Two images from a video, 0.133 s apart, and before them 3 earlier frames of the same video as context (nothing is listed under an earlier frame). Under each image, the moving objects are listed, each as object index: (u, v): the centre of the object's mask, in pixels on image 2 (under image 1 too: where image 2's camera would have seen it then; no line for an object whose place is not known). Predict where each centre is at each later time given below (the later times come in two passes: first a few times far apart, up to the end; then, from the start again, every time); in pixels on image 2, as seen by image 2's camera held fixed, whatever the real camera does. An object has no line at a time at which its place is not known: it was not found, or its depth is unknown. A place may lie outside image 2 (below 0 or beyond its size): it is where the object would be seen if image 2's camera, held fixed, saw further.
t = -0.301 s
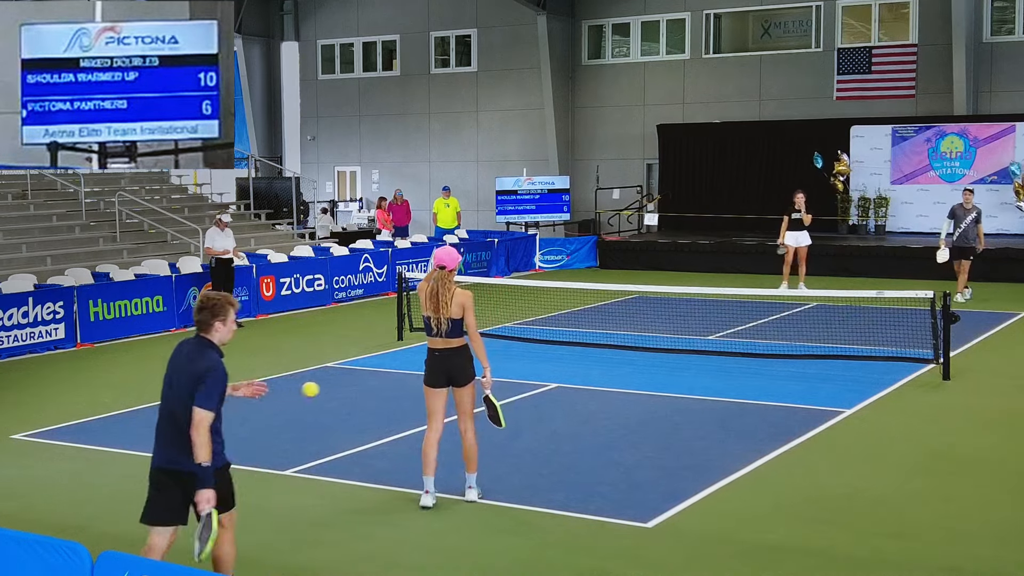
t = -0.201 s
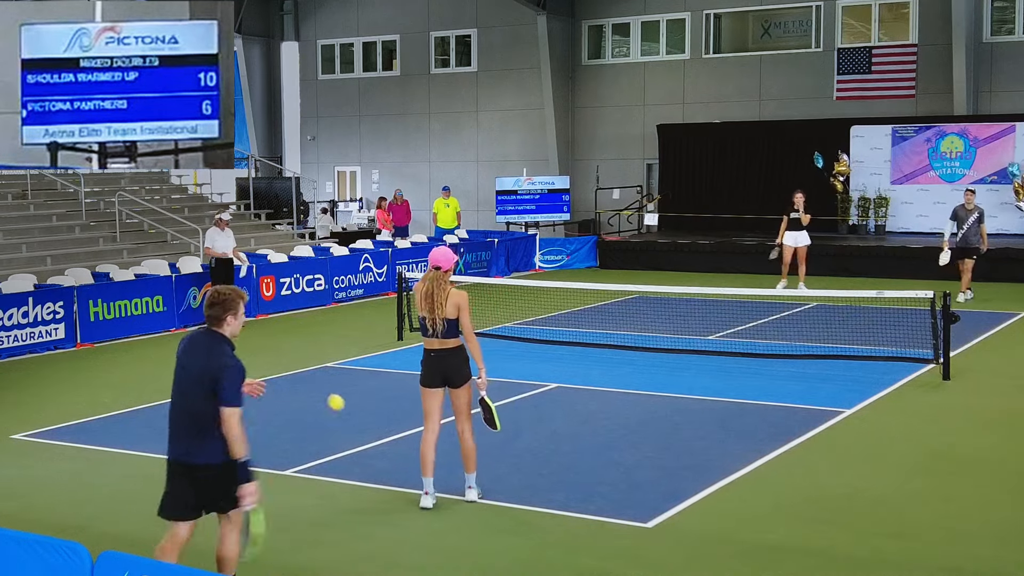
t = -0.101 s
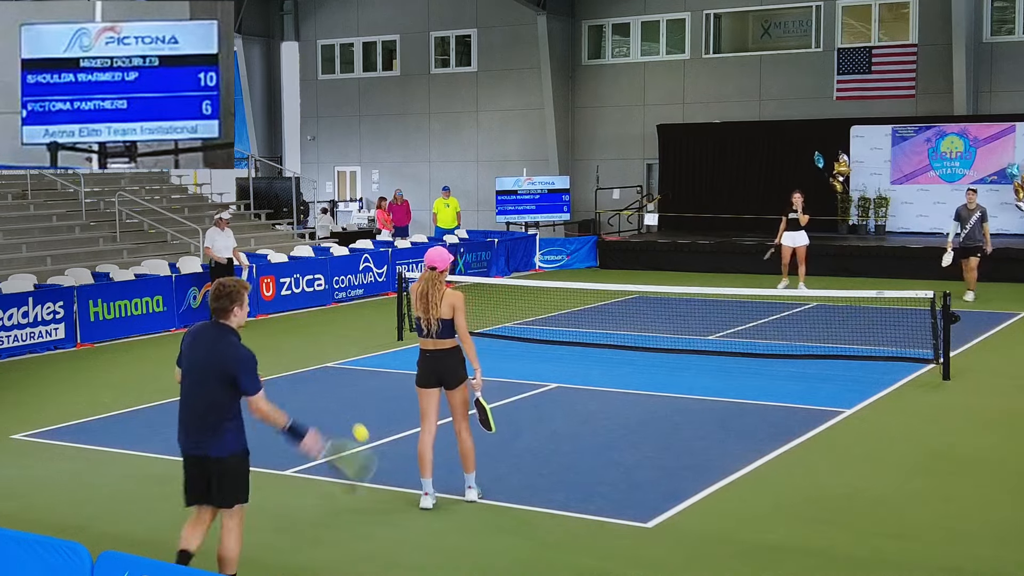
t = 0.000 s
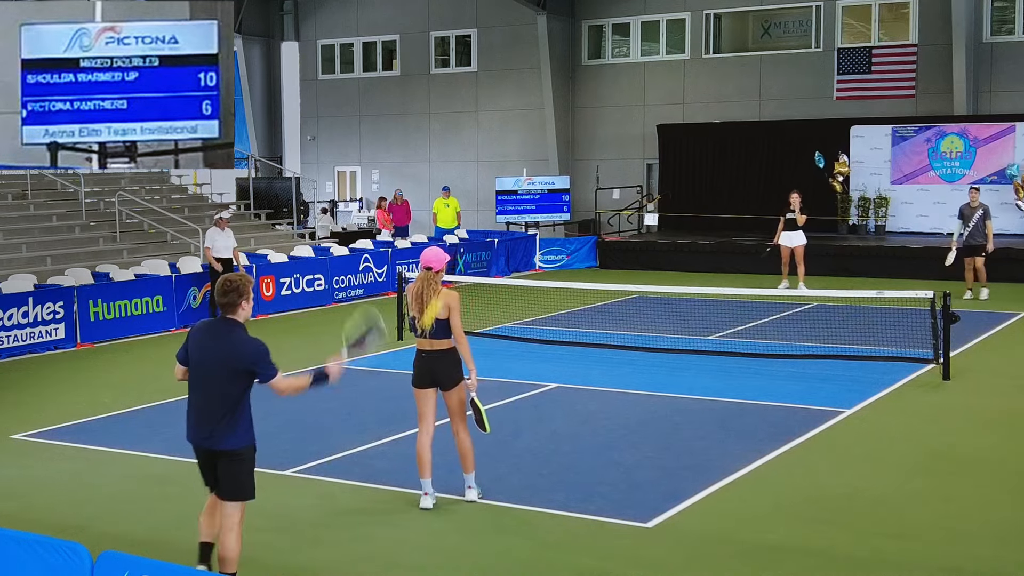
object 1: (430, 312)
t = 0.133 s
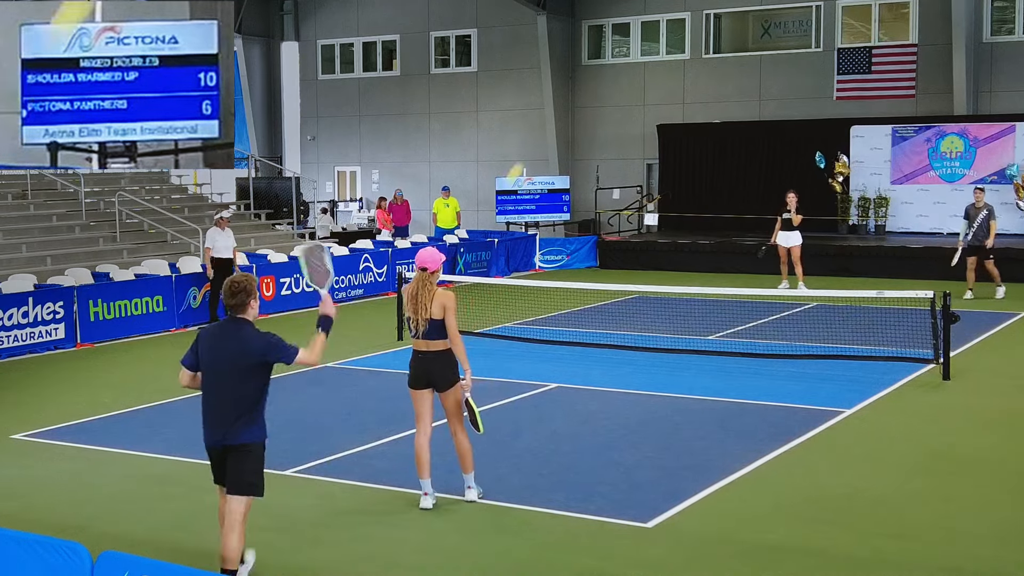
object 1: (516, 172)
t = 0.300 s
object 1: (588, 84)
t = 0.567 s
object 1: (667, 51)
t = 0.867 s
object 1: (721, 110)
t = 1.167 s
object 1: (757, 221)
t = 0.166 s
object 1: (531, 150)
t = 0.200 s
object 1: (547, 129)
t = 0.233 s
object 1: (562, 111)
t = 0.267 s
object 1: (575, 96)
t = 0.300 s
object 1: (588, 84)
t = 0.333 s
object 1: (600, 74)
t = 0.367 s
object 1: (611, 66)
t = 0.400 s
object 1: (621, 59)
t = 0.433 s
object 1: (631, 55)
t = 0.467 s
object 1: (641, 52)
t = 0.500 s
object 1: (649, 51)
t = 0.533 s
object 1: (657, 50)
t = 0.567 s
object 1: (667, 51)
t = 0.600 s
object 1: (674, 53)
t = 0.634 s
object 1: (680, 57)
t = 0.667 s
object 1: (687, 63)
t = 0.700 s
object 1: (693, 68)
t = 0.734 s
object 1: (700, 74)
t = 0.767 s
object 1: (705, 82)
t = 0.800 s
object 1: (711, 90)
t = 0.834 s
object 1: (716, 100)
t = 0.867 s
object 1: (721, 110)
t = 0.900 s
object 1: (726, 119)
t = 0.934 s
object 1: (730, 130)
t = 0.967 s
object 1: (735, 142)
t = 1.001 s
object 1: (739, 154)
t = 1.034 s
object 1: (743, 166)
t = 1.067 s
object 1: (746, 179)
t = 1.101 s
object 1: (750, 193)
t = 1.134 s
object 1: (753, 207)
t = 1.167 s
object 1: (757, 221)
